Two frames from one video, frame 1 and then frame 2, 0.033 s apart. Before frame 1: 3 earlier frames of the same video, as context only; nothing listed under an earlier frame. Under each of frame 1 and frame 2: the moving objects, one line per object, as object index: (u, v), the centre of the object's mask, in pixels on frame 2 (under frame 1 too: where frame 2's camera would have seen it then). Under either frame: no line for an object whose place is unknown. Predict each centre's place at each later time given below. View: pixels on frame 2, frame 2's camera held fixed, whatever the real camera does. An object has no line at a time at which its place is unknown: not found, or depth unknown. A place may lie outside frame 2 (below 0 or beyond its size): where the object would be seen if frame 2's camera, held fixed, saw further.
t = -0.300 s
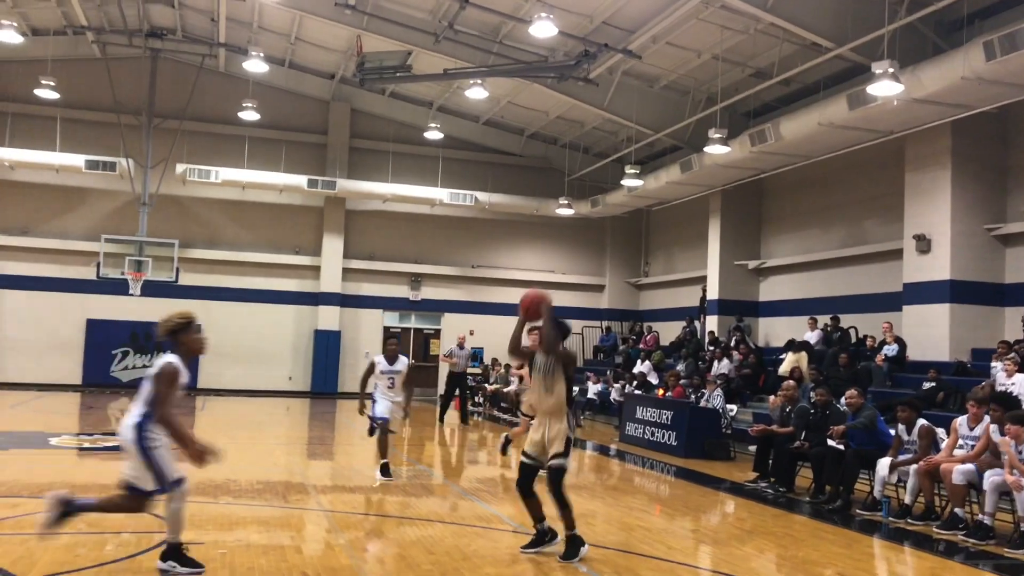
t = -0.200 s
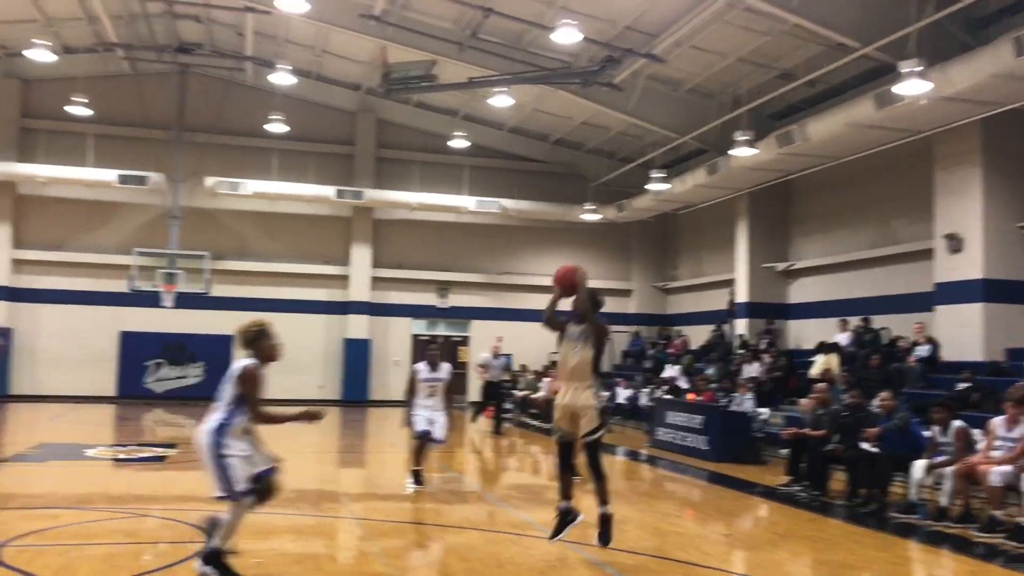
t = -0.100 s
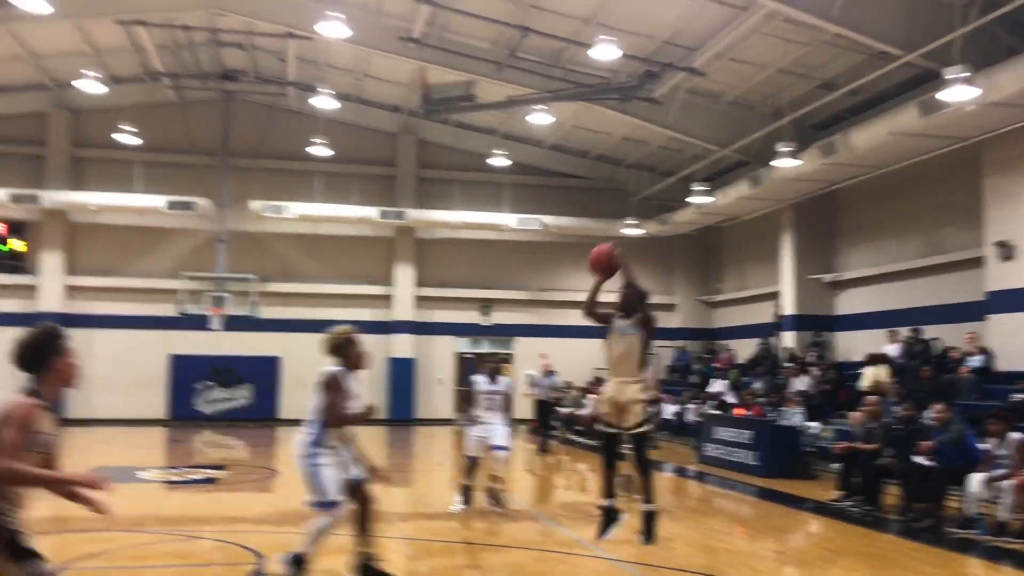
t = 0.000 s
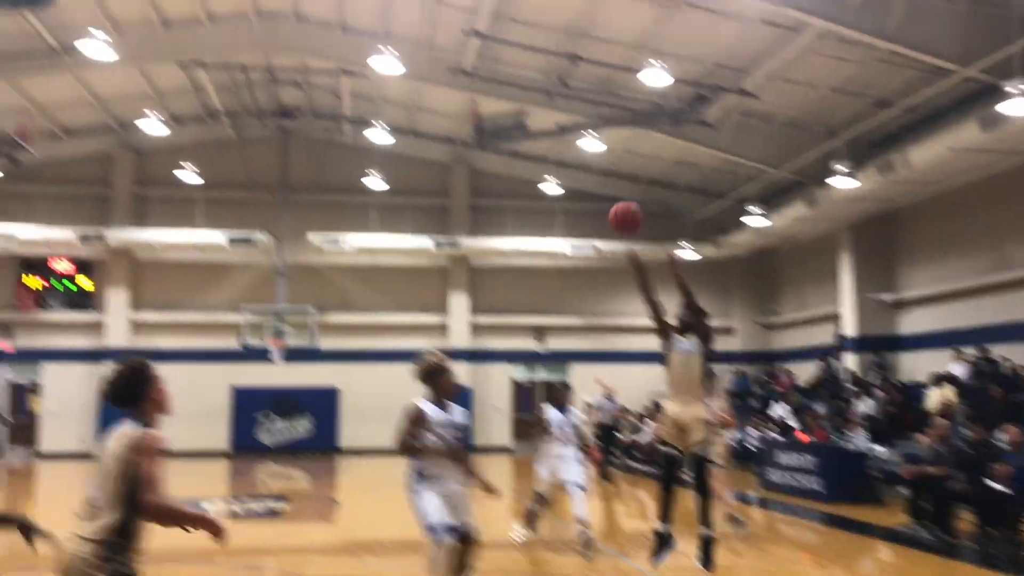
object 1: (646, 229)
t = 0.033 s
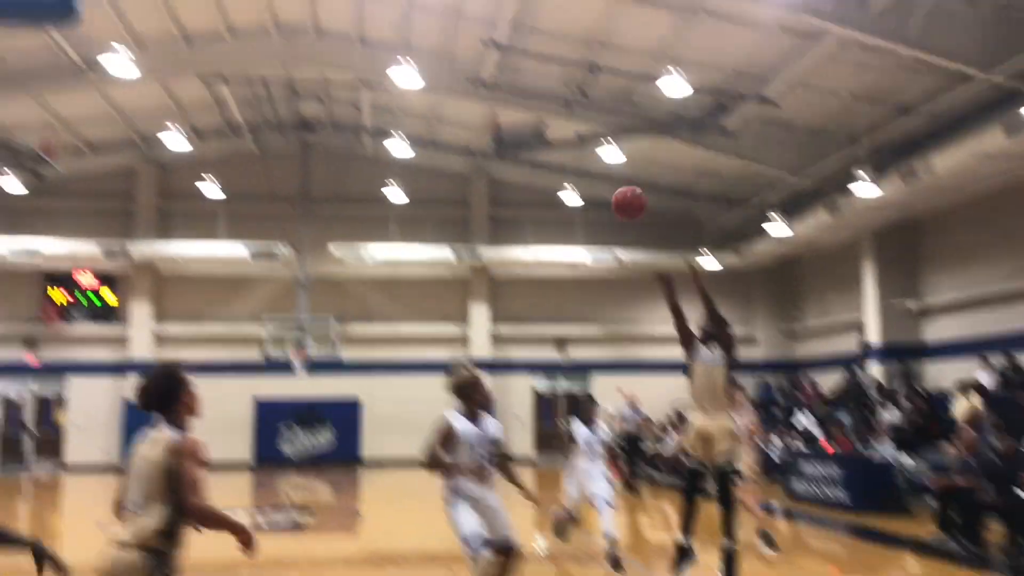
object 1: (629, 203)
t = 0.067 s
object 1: (612, 179)
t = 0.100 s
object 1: (592, 155)
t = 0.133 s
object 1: (575, 132)
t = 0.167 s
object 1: (555, 110)
